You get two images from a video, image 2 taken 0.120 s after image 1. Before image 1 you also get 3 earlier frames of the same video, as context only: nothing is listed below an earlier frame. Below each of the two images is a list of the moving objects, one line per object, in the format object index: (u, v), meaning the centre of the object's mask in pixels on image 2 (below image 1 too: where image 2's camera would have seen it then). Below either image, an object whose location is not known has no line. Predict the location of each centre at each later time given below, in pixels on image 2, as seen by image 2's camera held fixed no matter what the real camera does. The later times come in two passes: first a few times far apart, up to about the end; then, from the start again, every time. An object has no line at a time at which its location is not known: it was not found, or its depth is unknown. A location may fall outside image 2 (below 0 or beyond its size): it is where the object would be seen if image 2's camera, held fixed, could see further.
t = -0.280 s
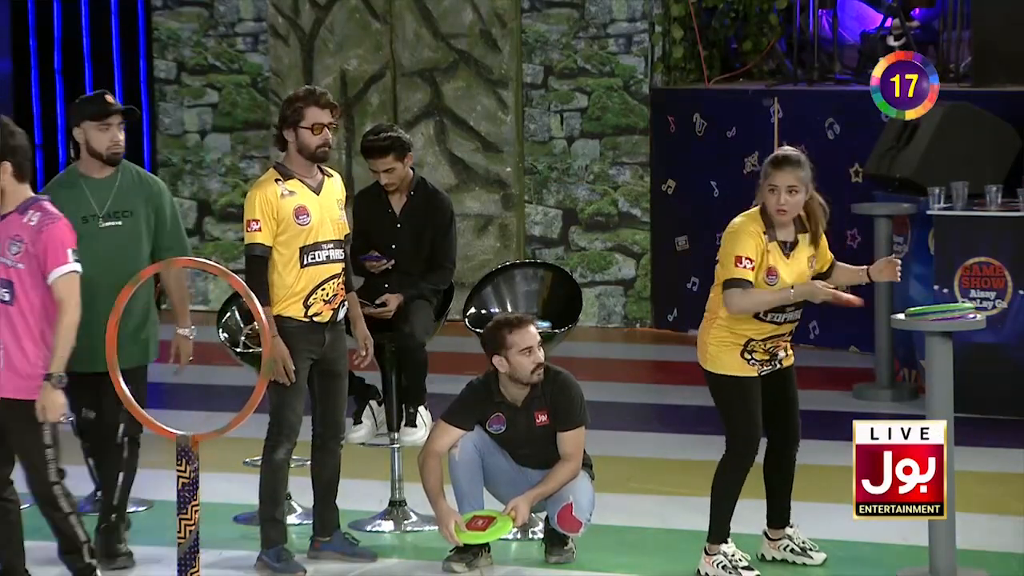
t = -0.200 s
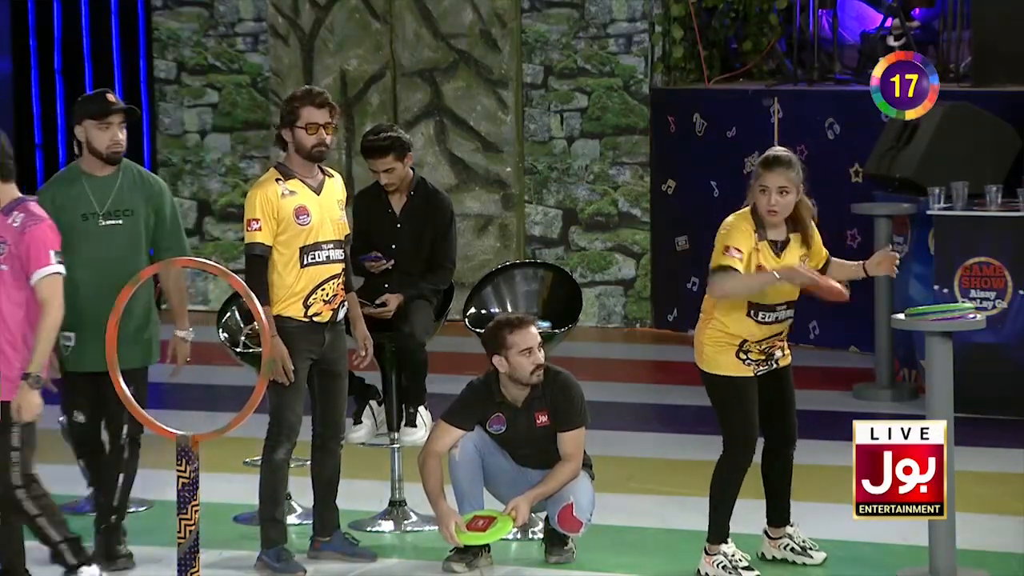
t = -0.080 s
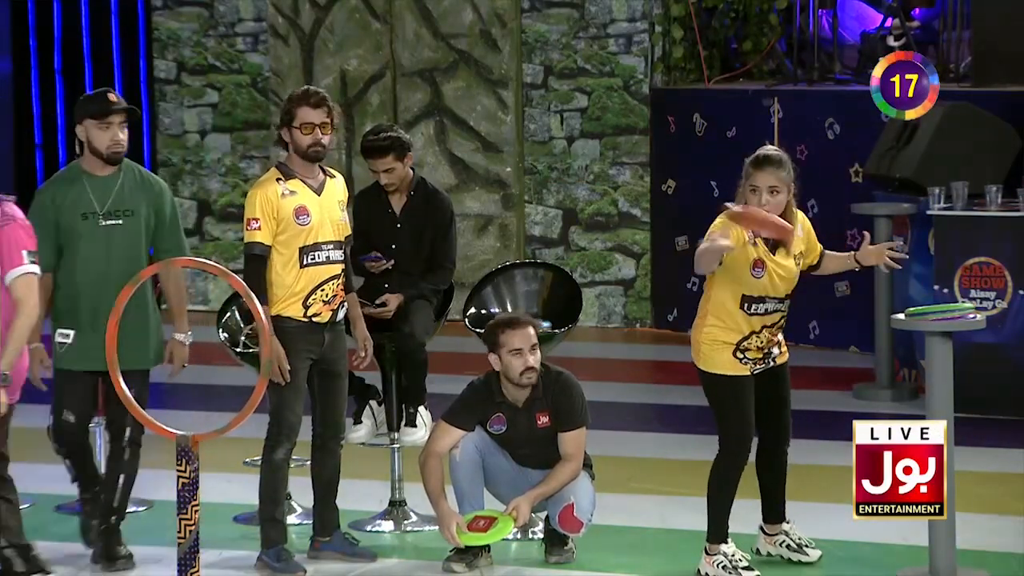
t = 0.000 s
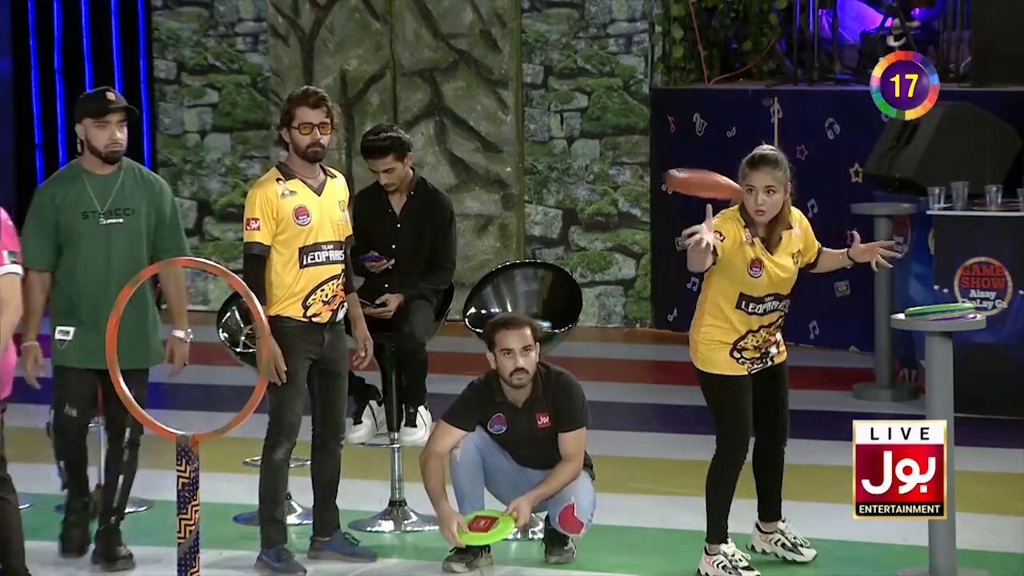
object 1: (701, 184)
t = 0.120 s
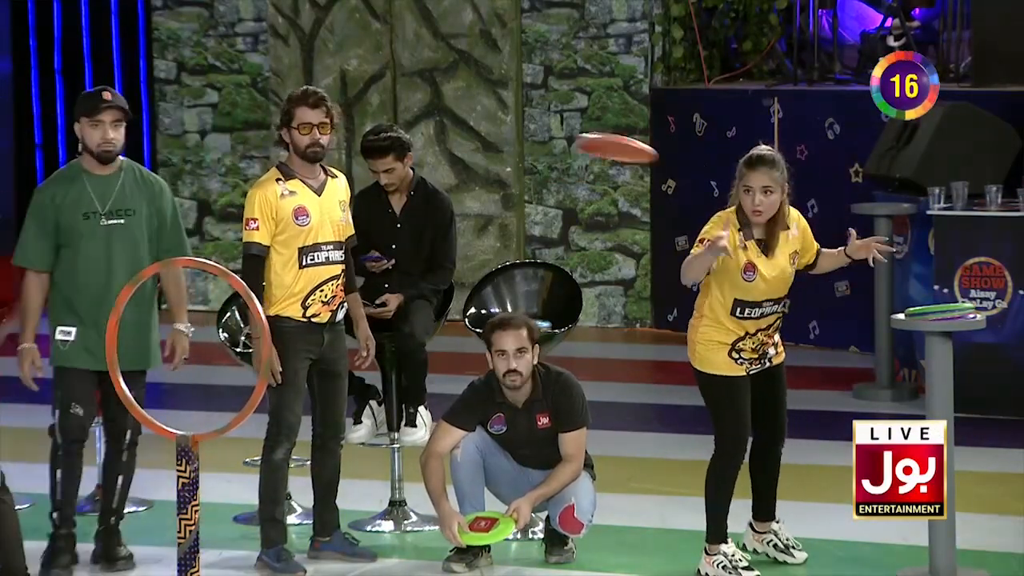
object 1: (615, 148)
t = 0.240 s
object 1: (526, 132)
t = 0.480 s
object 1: (347, 148)
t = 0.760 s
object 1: (166, 252)
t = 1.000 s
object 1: (59, 383)
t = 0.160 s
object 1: (585, 141)
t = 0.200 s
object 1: (556, 135)
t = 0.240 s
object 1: (526, 132)
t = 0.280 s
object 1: (493, 130)
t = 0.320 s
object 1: (465, 130)
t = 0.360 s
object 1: (435, 131)
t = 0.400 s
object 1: (403, 135)
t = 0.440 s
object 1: (376, 141)
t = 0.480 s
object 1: (347, 148)
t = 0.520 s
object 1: (315, 157)
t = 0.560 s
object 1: (288, 167)
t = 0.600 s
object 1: (255, 180)
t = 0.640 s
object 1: (229, 195)
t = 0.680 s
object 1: (207, 215)
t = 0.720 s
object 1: (188, 238)
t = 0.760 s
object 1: (166, 252)
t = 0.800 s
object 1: (151, 262)
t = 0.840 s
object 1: (133, 274)
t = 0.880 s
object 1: (114, 294)
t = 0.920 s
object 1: (100, 322)
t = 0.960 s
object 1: (81, 348)
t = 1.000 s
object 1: (59, 383)
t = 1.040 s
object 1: (48, 425)
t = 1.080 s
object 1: (40, 463)
